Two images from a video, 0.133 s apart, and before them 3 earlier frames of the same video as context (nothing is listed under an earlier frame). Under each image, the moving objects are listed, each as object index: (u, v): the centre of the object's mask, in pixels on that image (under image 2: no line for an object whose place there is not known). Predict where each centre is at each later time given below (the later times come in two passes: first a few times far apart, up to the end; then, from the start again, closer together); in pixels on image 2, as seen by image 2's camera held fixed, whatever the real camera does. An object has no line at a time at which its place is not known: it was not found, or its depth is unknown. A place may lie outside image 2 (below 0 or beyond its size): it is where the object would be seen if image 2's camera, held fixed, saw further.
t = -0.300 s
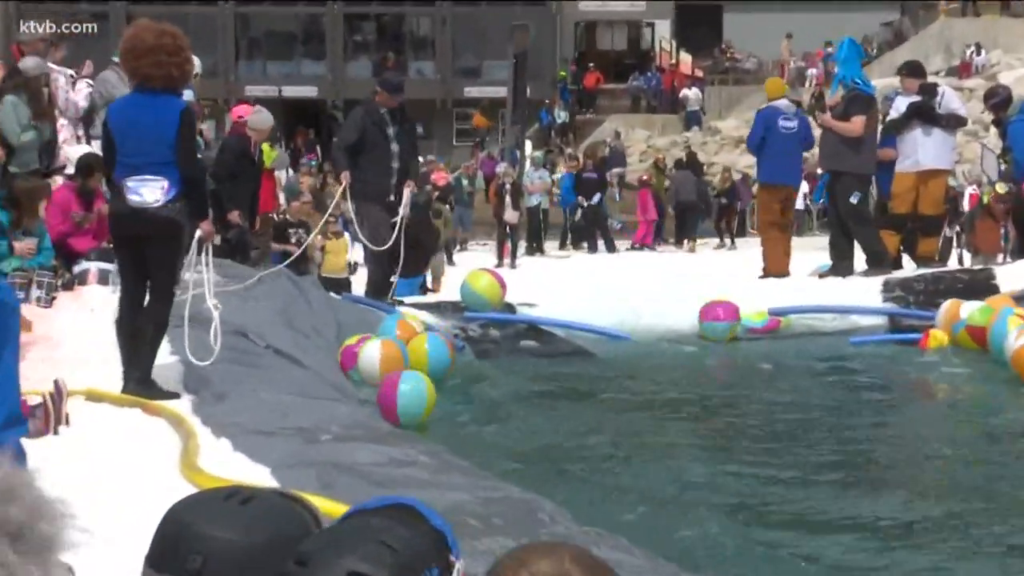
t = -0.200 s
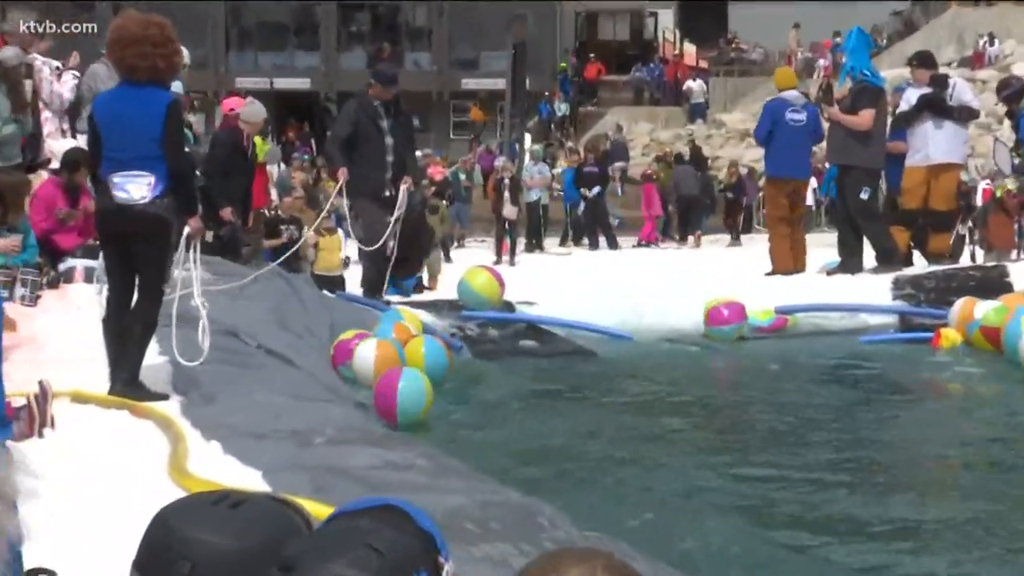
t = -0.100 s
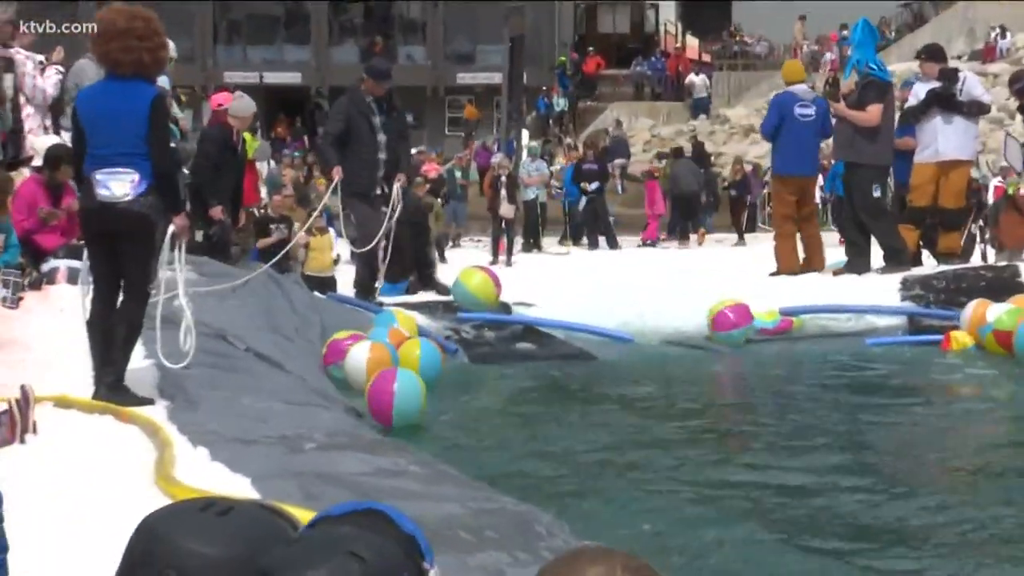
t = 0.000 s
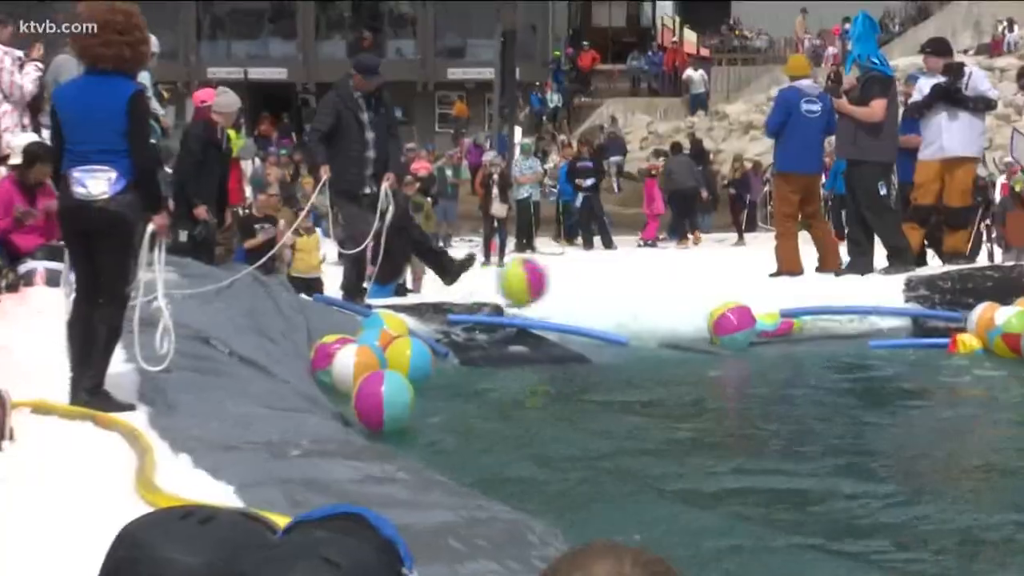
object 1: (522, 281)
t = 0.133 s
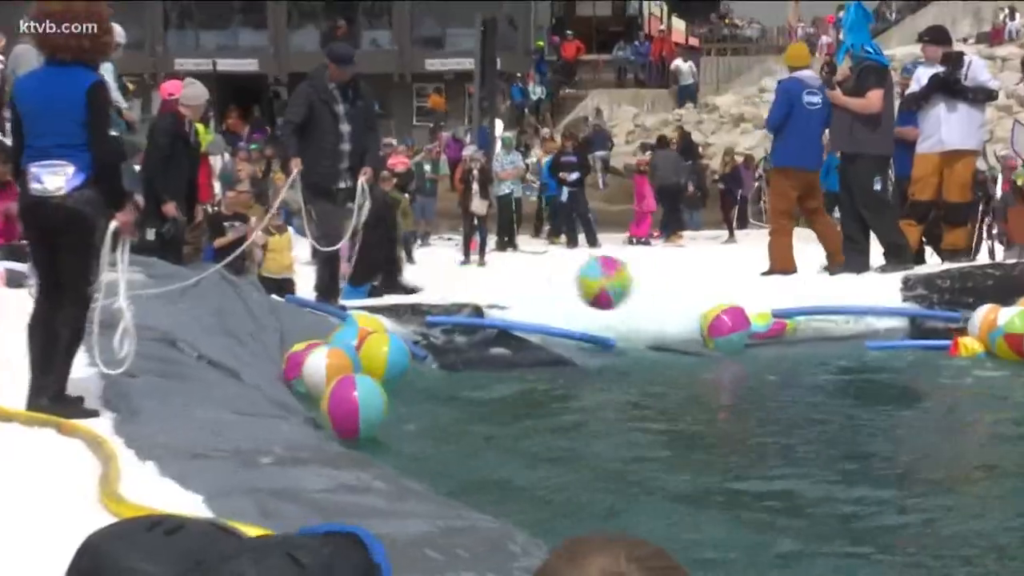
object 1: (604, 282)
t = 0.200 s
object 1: (652, 293)
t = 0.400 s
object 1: (781, 346)
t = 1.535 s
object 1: (849, 358)
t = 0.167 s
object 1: (628, 287)
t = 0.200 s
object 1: (652, 293)
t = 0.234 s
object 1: (676, 301)
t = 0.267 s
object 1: (700, 311)
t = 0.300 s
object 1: (725, 324)
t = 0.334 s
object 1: (748, 333)
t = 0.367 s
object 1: (768, 344)
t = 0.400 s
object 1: (781, 346)
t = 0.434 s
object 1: (786, 346)
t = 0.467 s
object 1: (791, 345)
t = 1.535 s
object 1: (849, 358)
